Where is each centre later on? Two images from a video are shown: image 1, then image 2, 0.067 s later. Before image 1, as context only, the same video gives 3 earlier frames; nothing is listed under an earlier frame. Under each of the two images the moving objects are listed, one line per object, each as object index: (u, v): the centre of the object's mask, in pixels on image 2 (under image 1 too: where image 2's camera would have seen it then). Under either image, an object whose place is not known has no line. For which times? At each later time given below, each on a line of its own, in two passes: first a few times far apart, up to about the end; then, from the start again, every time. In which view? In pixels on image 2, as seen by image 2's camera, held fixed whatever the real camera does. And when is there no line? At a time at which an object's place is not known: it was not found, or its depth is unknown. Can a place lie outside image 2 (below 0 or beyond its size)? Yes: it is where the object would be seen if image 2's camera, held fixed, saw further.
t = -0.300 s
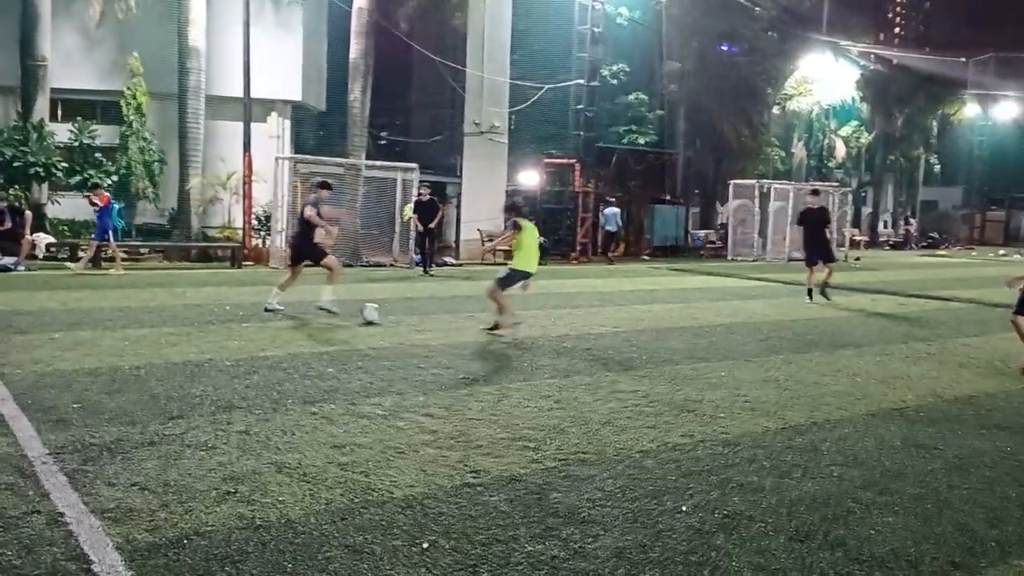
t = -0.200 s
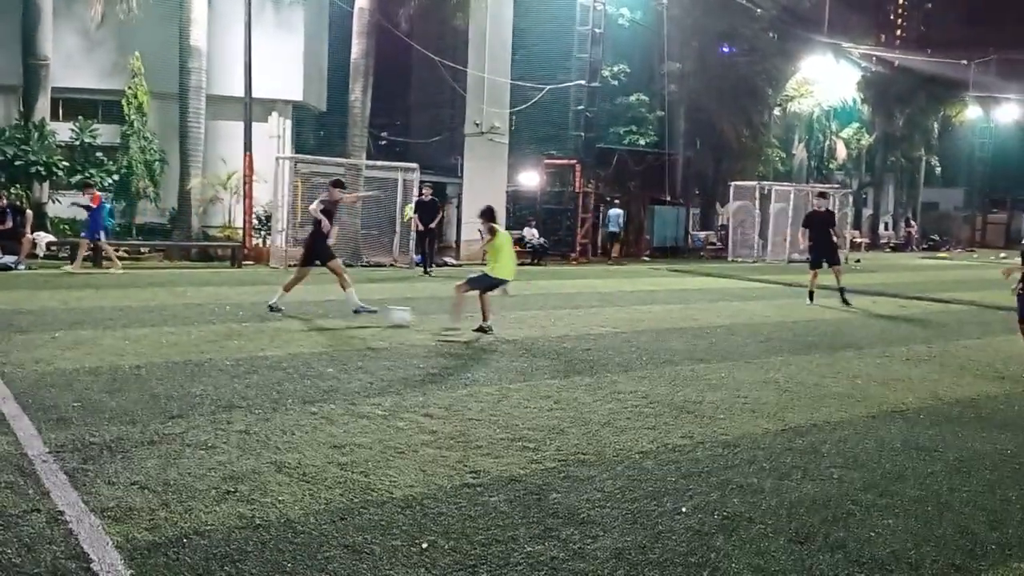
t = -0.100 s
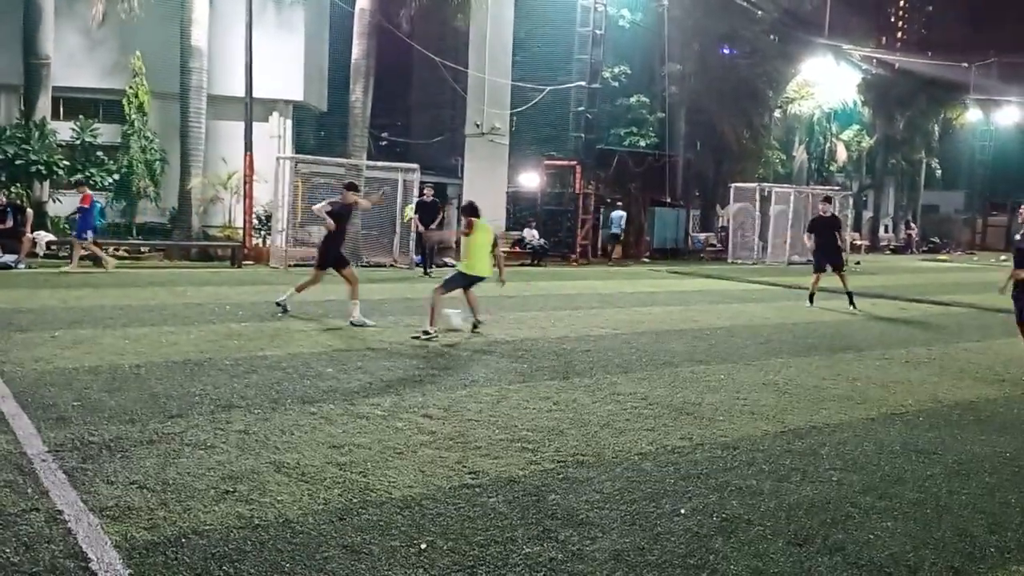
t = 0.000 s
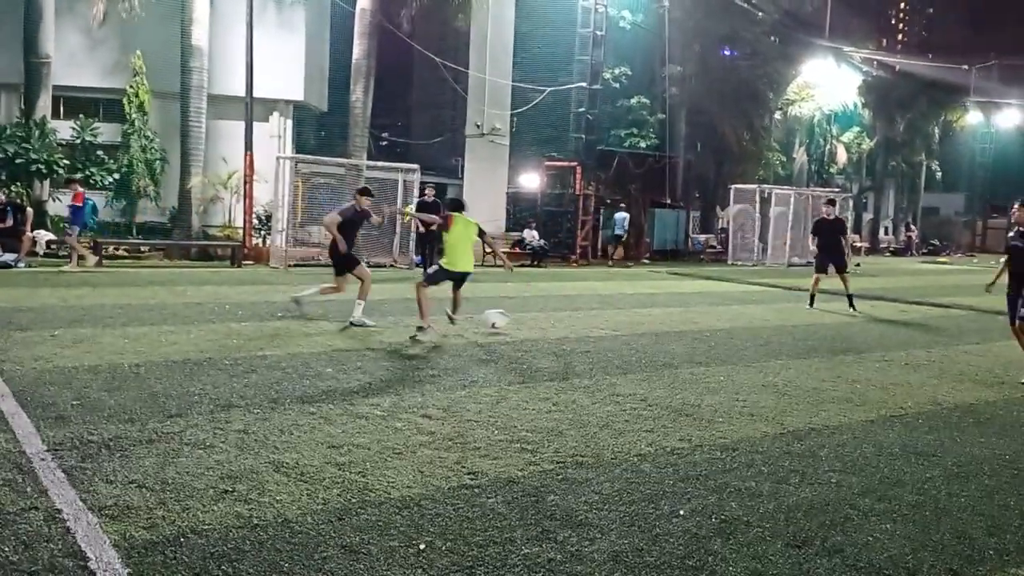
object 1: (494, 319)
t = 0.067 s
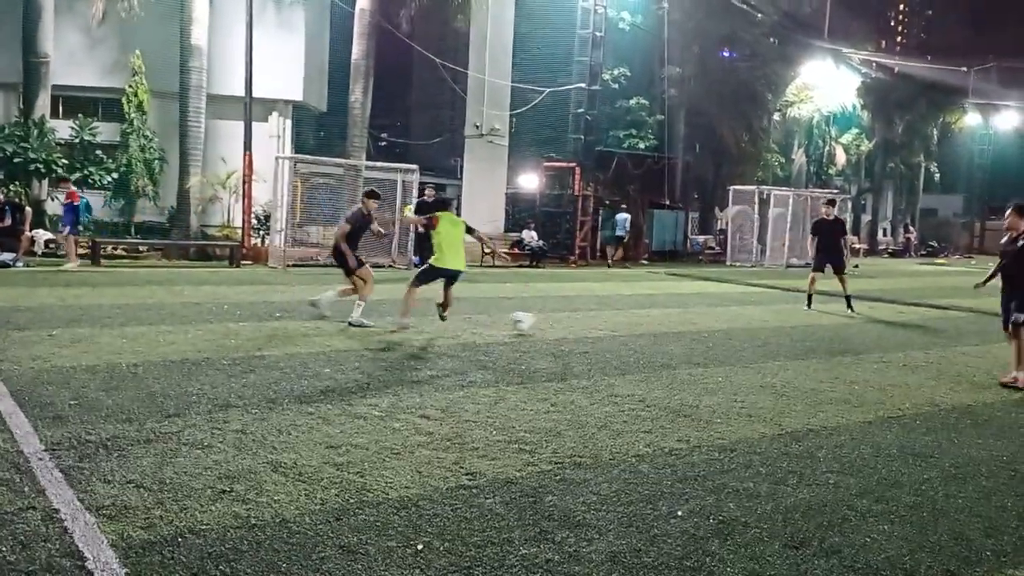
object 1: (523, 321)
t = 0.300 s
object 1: (612, 328)
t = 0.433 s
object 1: (661, 332)
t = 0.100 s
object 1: (537, 324)
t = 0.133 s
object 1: (549, 324)
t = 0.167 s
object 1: (562, 325)
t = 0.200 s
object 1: (576, 326)
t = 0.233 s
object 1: (587, 327)
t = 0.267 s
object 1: (600, 328)
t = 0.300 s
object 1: (612, 328)
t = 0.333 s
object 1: (625, 330)
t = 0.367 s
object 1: (638, 330)
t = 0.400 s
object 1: (650, 331)
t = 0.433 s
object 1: (661, 332)
